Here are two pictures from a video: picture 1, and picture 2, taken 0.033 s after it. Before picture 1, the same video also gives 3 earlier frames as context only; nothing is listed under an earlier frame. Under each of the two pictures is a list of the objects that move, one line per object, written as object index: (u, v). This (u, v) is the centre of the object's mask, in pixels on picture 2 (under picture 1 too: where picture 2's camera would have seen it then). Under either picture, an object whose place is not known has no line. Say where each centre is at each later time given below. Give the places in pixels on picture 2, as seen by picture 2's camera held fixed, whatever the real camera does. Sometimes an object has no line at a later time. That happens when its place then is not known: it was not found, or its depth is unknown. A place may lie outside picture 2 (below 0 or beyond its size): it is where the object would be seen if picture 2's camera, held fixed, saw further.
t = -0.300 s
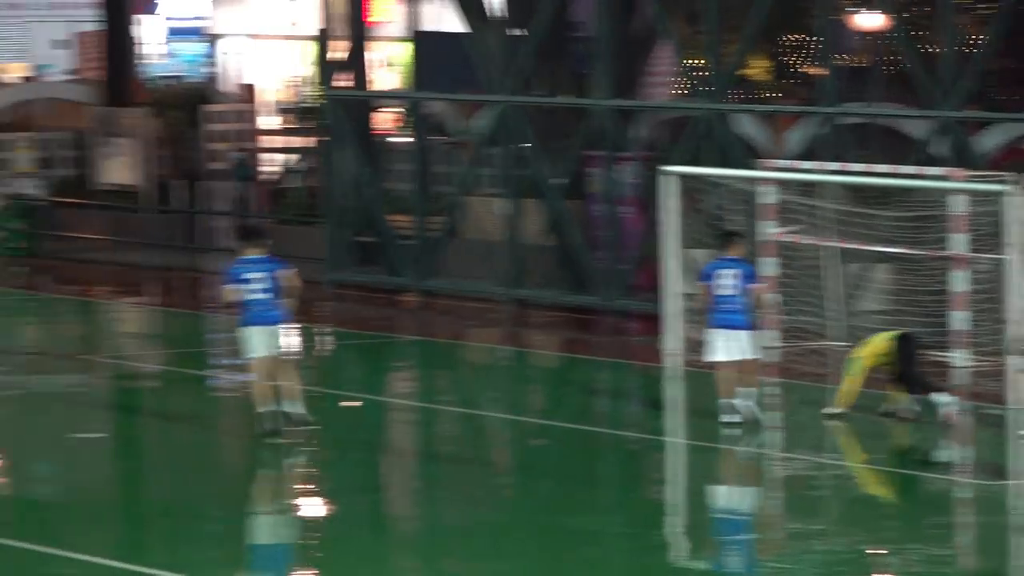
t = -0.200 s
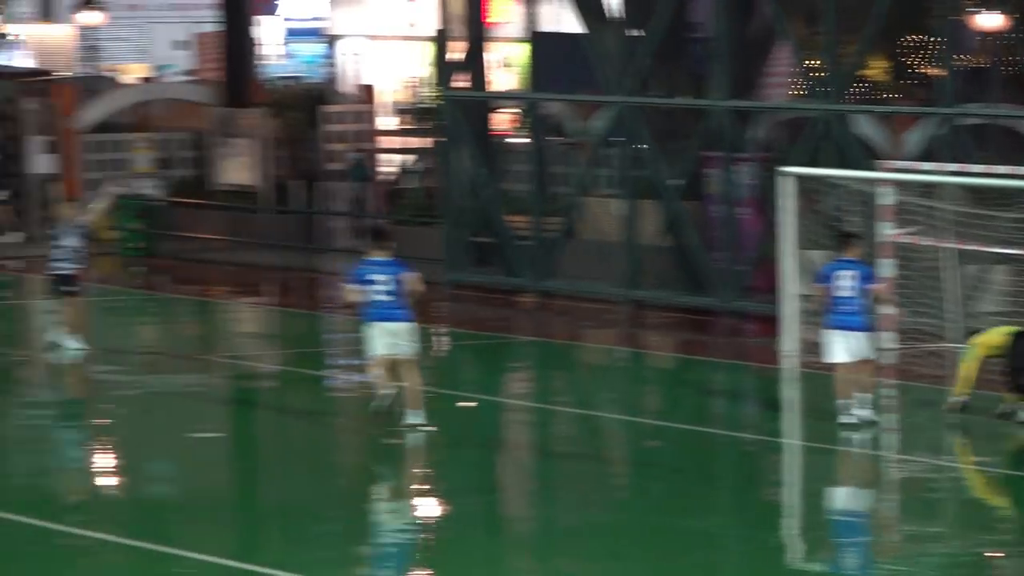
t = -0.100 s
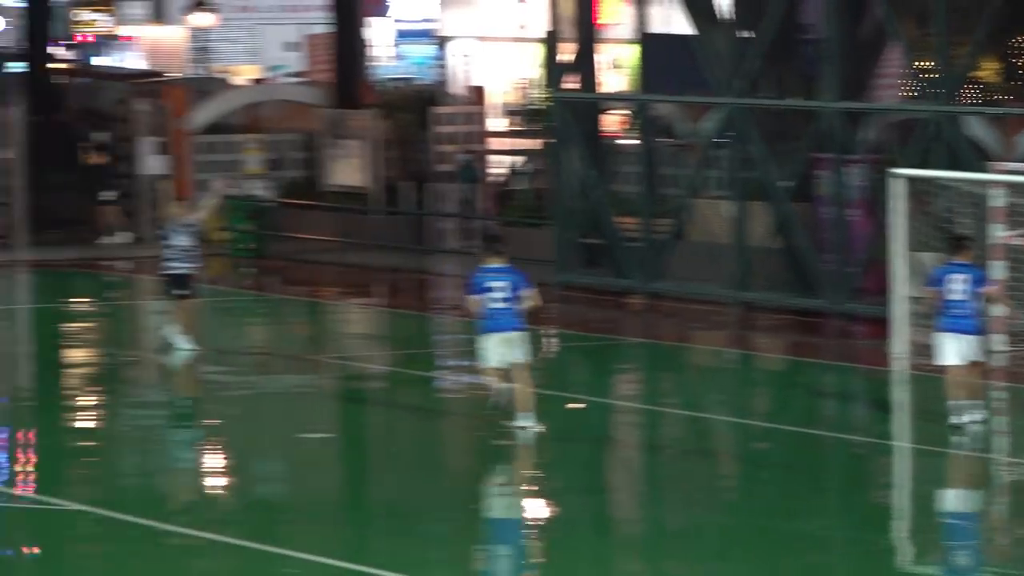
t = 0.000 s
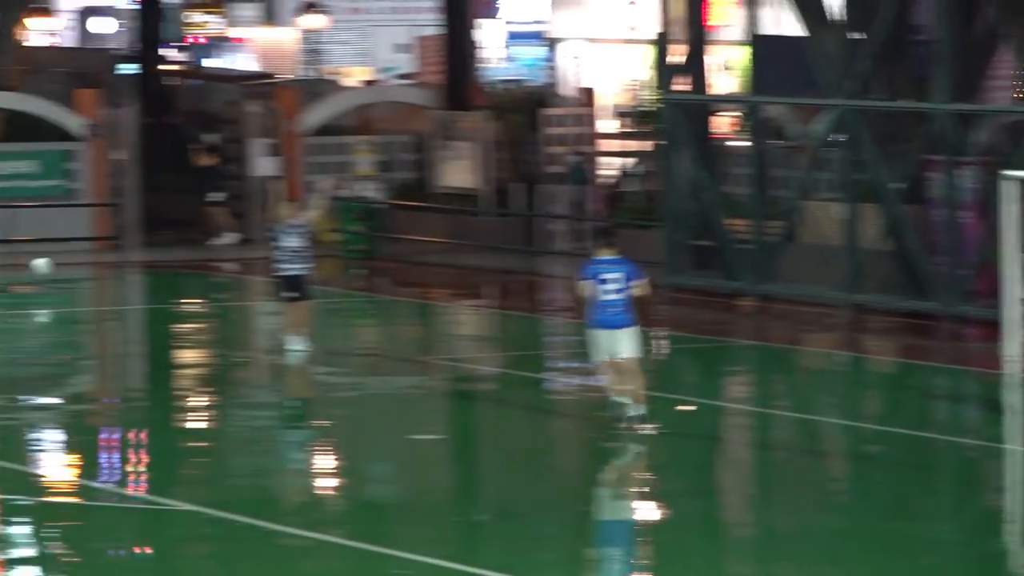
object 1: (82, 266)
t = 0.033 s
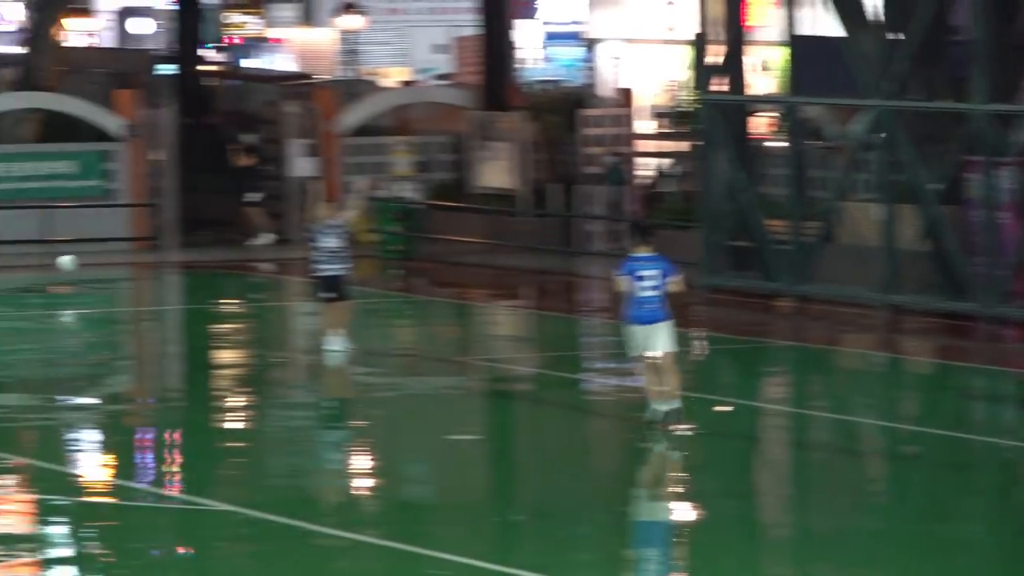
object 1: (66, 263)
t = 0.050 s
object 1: (59, 262)
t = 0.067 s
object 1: (53, 261)
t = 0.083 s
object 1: (46, 260)
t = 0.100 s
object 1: (40, 260)
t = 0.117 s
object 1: (34, 259)
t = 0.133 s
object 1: (28, 259)
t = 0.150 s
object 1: (23, 260)
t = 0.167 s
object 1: (17, 260)
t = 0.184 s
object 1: (12, 260)
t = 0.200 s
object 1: (6, 261)
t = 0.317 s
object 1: (-33, 271)
